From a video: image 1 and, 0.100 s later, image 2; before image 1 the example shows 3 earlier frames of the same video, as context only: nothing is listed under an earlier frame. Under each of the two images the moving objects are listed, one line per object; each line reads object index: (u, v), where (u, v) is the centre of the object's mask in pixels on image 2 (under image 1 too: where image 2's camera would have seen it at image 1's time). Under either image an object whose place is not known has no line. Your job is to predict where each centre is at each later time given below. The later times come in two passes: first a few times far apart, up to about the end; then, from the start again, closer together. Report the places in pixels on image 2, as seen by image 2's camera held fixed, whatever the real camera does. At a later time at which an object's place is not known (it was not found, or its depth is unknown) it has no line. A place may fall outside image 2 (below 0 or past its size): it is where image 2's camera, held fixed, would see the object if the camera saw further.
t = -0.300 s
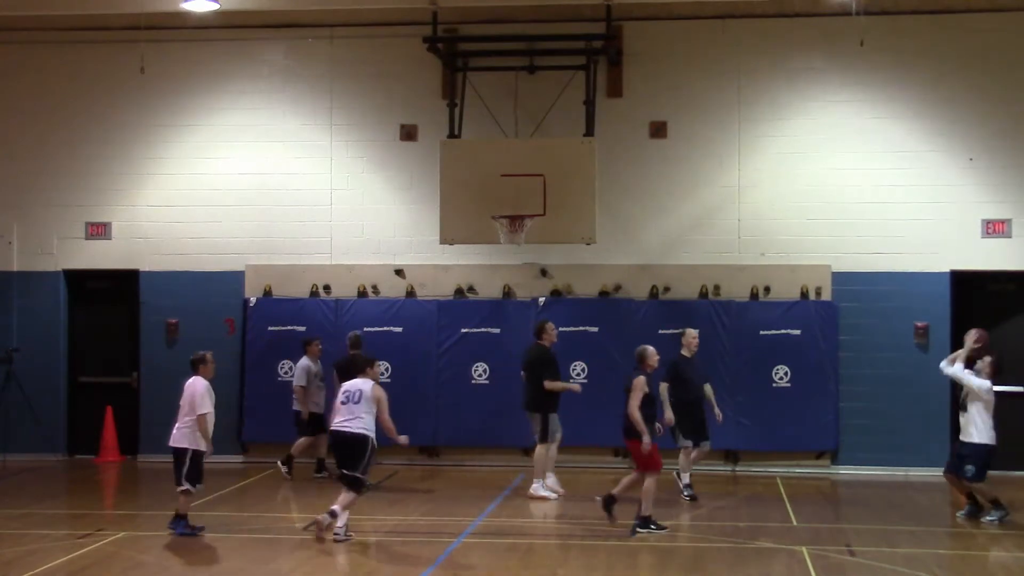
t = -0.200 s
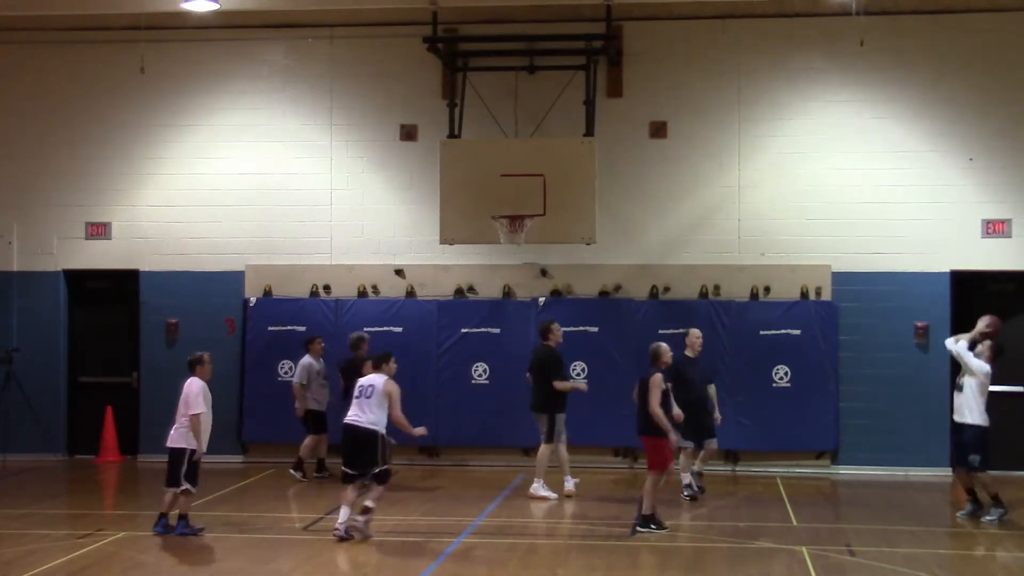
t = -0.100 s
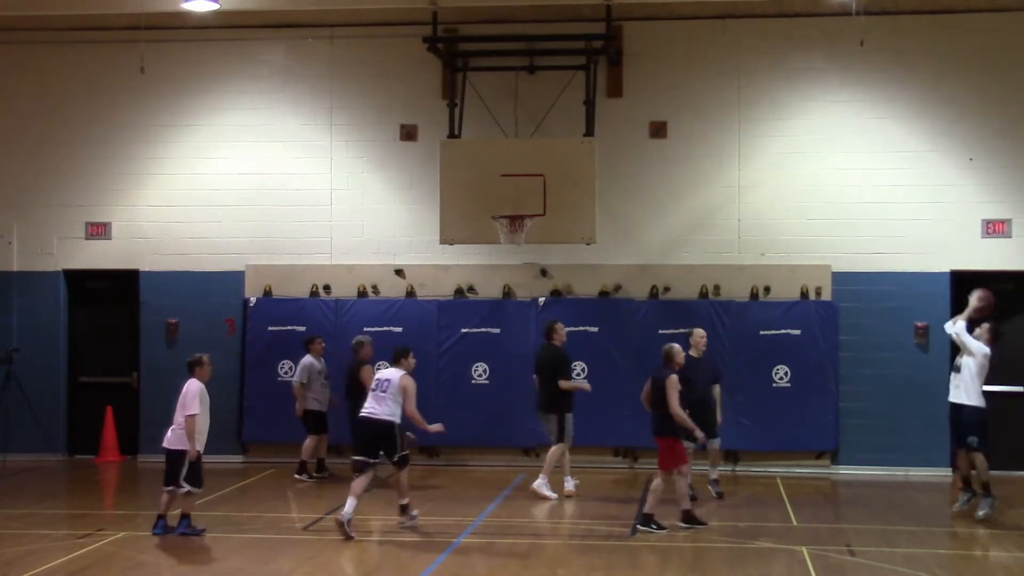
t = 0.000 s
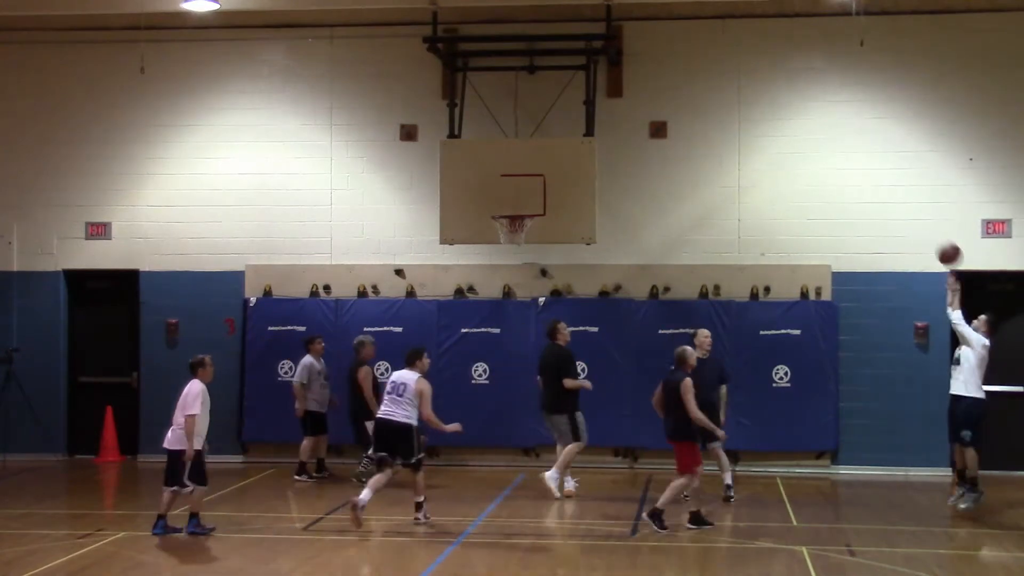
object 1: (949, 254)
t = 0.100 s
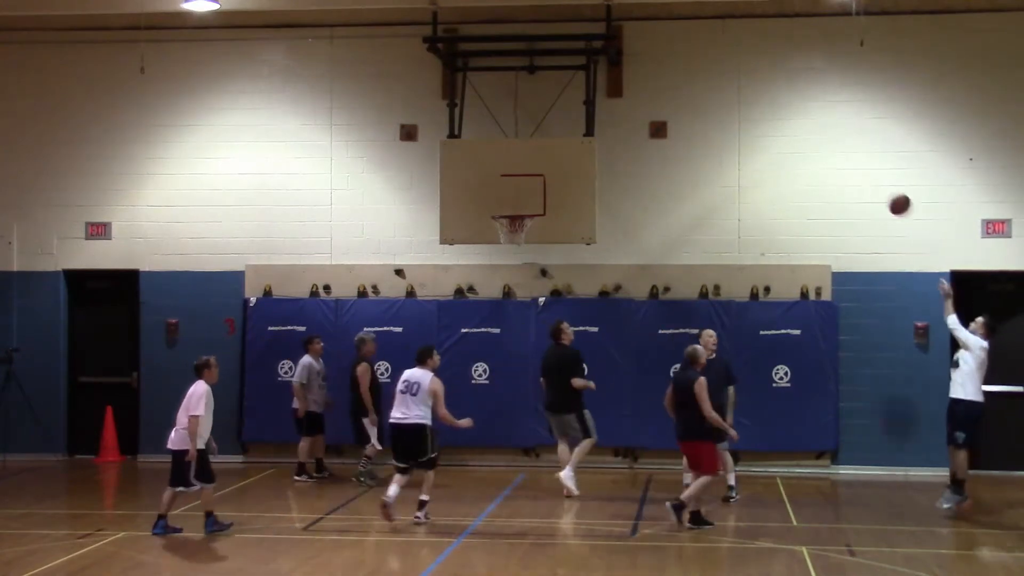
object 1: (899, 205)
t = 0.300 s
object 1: (806, 139)
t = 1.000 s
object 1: (522, 204)
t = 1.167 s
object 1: (501, 233)
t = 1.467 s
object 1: (523, 275)
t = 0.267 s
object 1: (821, 147)
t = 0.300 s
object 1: (806, 139)
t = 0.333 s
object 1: (790, 132)
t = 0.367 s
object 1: (775, 126)
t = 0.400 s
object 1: (761, 121)
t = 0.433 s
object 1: (747, 117)
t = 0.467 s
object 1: (732, 115)
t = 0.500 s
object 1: (718, 113)
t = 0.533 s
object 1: (704, 112)
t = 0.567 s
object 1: (690, 113)
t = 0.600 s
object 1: (677, 114)
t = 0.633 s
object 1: (663, 117)
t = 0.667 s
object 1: (648, 120)
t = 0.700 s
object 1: (636, 124)
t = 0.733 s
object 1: (623, 129)
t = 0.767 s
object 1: (610, 136)
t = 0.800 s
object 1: (597, 143)
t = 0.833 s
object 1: (584, 151)
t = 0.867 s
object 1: (571, 160)
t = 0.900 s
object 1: (559, 170)
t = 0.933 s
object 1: (547, 181)
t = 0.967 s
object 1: (534, 192)
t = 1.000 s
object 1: (522, 204)
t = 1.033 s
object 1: (511, 217)
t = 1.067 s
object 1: (499, 231)
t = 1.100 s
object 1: (496, 233)
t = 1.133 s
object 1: (498, 232)
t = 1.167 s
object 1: (501, 233)
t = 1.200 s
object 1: (503, 233)
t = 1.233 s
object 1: (506, 235)
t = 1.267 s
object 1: (509, 238)
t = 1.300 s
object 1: (510, 242)
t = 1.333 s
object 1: (513, 246)
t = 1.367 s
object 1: (515, 252)
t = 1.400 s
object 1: (518, 258)
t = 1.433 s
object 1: (520, 266)
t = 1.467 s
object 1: (523, 275)
